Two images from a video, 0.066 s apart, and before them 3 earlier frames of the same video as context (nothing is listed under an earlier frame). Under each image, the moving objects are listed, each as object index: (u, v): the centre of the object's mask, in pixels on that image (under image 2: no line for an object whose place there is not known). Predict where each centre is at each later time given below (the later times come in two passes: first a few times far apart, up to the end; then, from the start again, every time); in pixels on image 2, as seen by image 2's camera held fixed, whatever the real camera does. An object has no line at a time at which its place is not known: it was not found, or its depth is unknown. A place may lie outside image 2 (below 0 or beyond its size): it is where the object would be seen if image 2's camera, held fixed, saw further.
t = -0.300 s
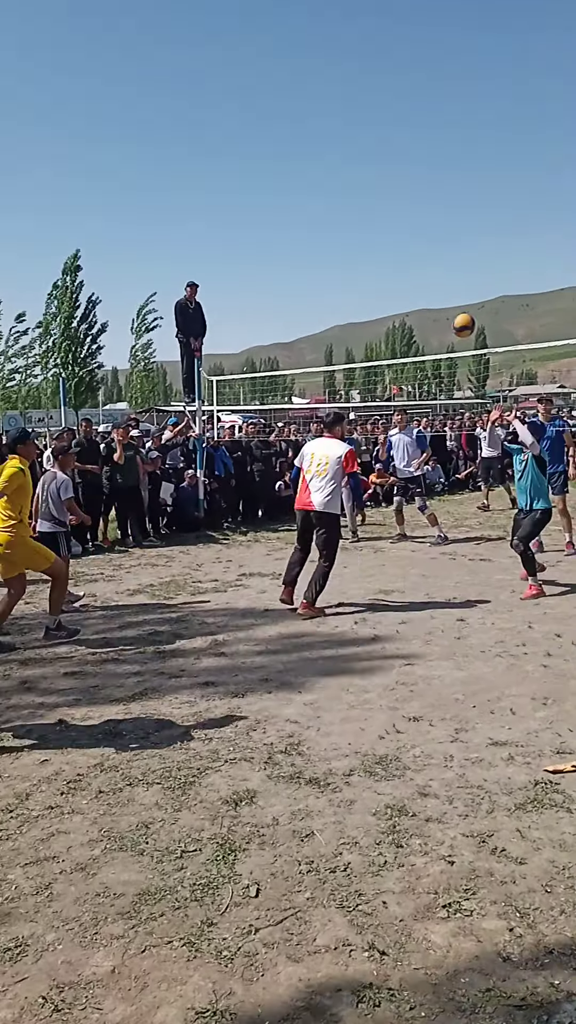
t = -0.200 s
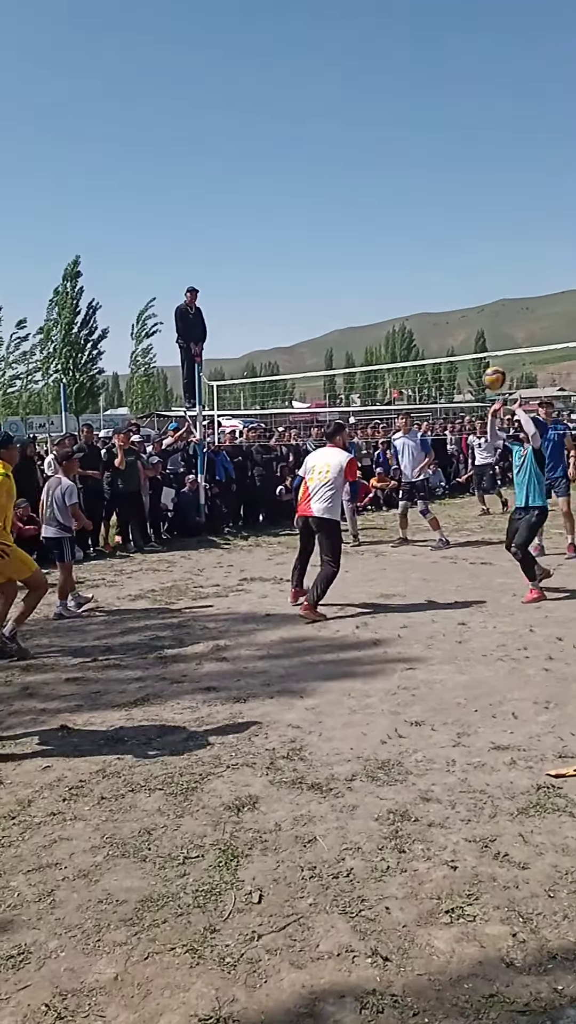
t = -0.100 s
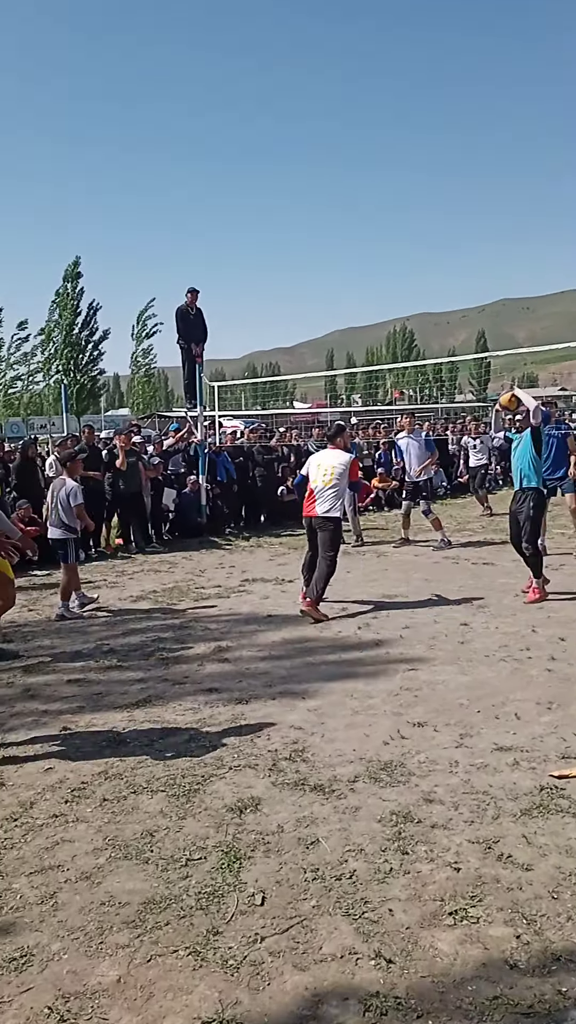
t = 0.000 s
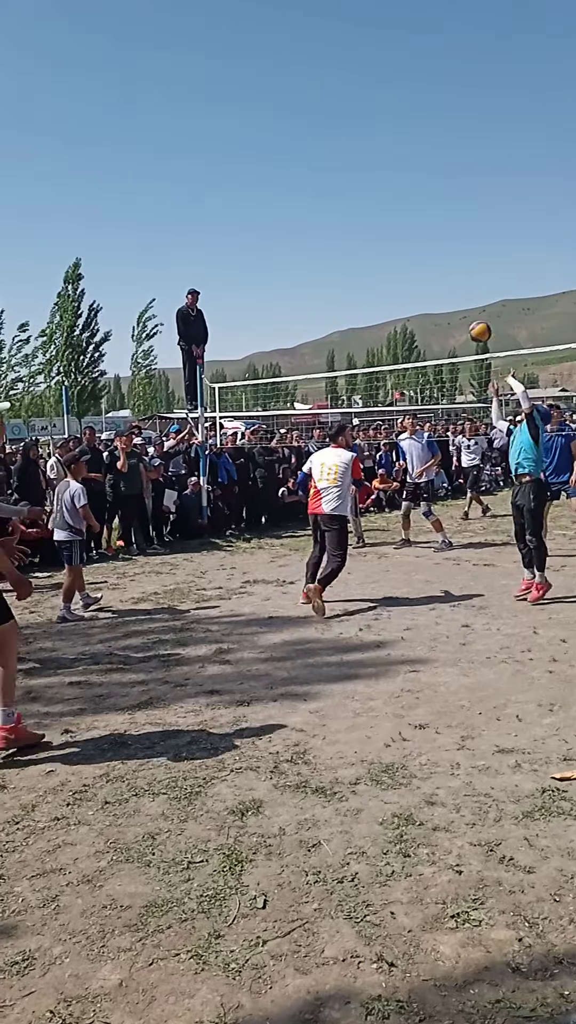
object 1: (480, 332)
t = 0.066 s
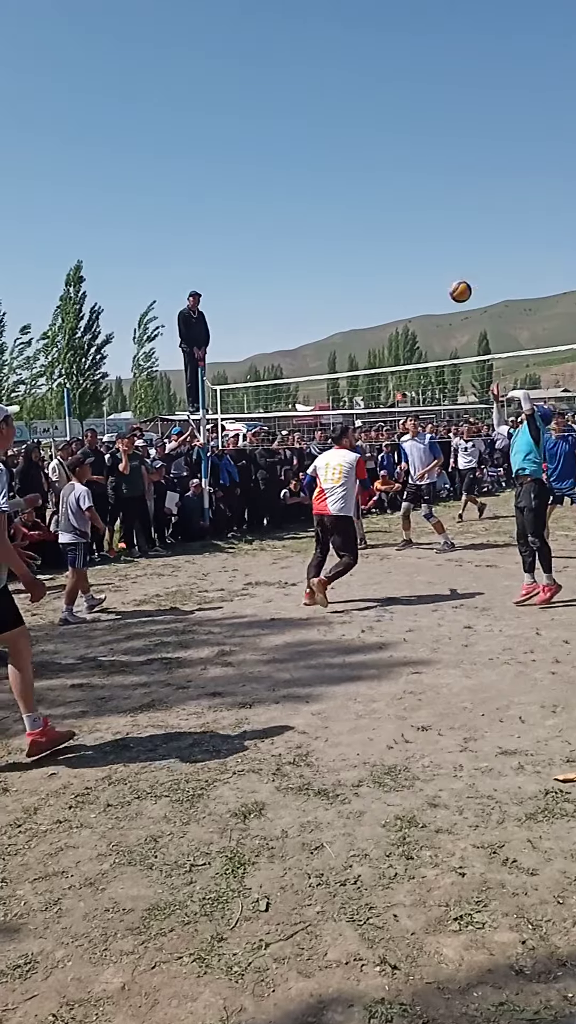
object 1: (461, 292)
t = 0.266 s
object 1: (405, 206)
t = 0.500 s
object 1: (355, 165)
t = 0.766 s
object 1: (309, 183)
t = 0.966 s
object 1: (282, 231)
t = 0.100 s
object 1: (450, 273)
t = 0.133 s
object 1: (441, 257)
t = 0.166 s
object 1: (431, 241)
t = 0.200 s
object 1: (422, 228)
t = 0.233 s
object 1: (414, 216)
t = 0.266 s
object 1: (405, 206)
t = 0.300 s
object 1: (398, 196)
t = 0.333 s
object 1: (390, 188)
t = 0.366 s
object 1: (383, 181)
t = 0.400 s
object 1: (376, 175)
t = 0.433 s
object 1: (369, 170)
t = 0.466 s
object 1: (362, 167)
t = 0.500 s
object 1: (355, 165)
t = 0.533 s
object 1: (349, 164)
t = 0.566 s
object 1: (343, 164)
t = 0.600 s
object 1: (337, 165)
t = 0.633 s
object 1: (332, 167)
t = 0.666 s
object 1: (326, 170)
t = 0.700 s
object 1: (320, 173)
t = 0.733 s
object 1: (315, 178)
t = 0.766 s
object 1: (309, 183)
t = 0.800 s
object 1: (304, 189)
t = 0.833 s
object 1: (300, 196)
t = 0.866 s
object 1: (295, 204)
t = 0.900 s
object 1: (291, 212)
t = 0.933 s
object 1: (287, 222)
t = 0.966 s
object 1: (282, 231)
